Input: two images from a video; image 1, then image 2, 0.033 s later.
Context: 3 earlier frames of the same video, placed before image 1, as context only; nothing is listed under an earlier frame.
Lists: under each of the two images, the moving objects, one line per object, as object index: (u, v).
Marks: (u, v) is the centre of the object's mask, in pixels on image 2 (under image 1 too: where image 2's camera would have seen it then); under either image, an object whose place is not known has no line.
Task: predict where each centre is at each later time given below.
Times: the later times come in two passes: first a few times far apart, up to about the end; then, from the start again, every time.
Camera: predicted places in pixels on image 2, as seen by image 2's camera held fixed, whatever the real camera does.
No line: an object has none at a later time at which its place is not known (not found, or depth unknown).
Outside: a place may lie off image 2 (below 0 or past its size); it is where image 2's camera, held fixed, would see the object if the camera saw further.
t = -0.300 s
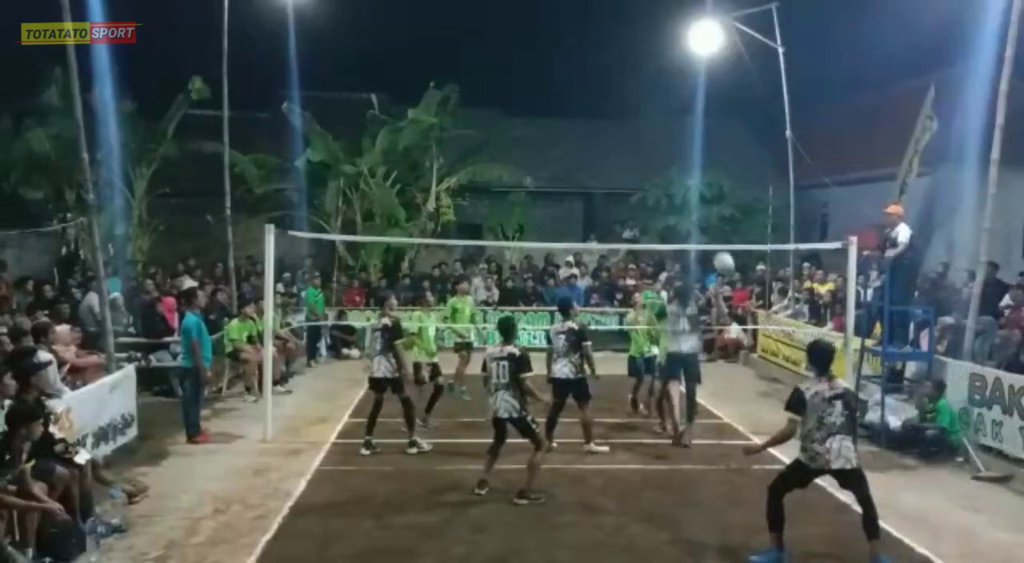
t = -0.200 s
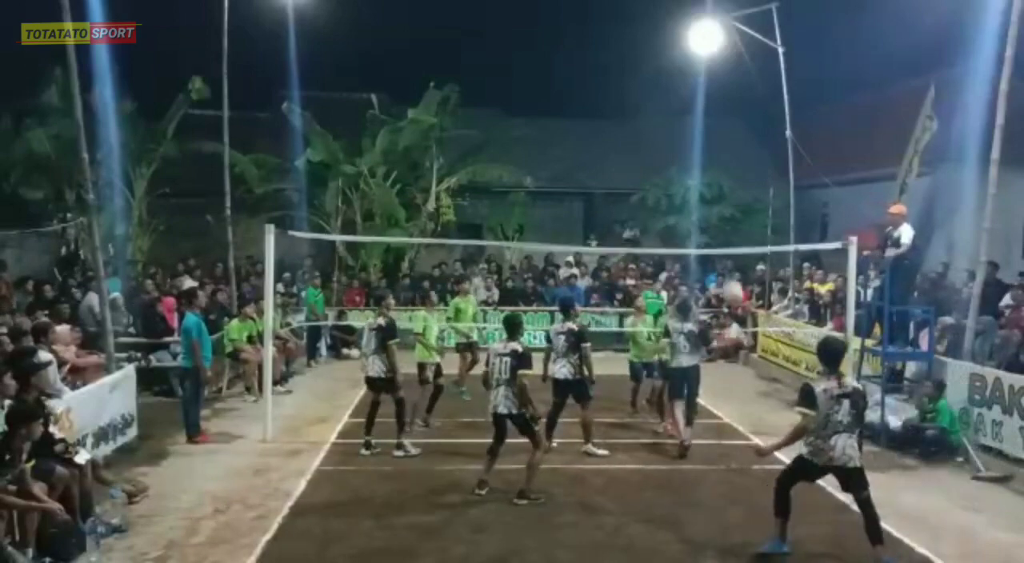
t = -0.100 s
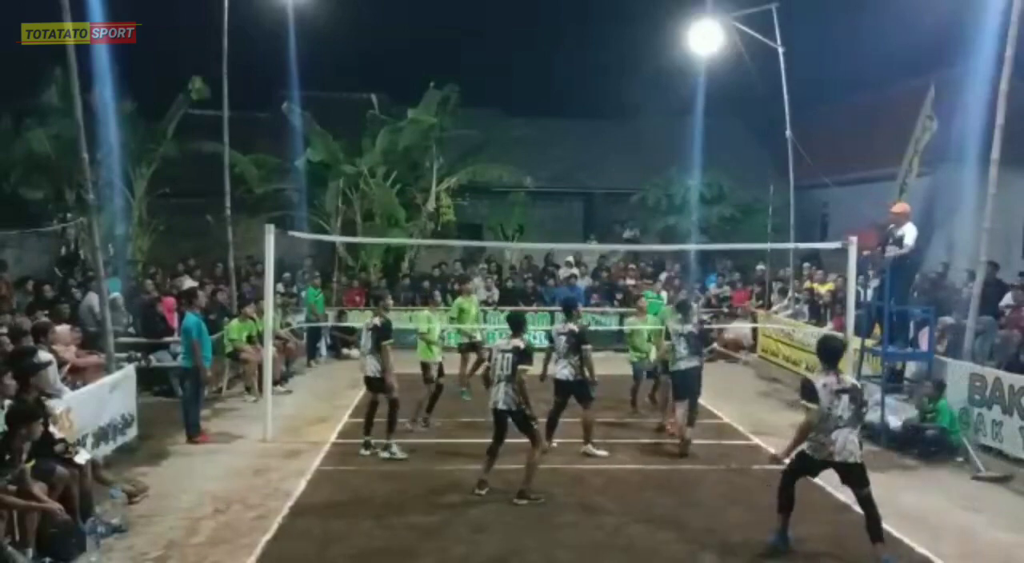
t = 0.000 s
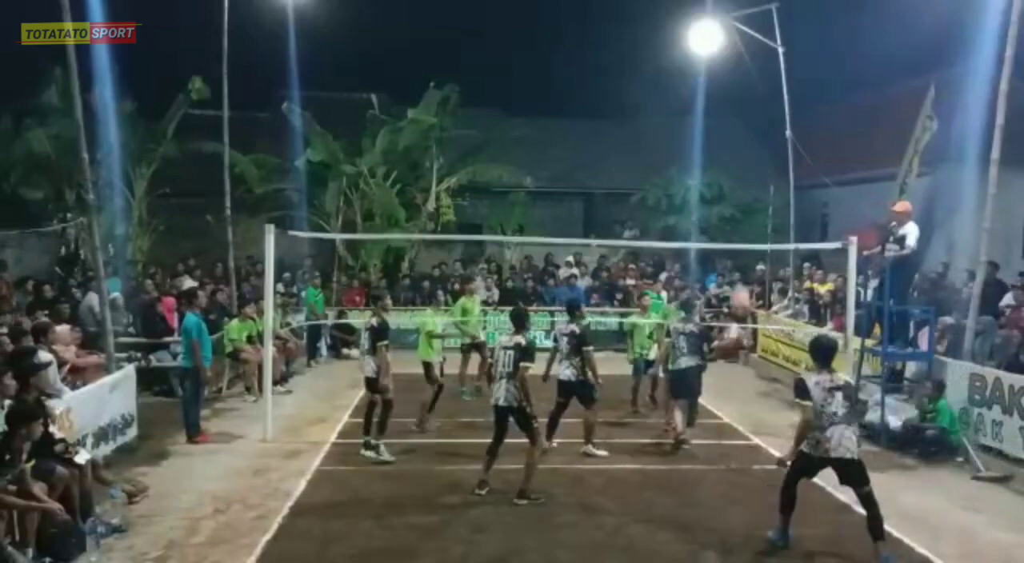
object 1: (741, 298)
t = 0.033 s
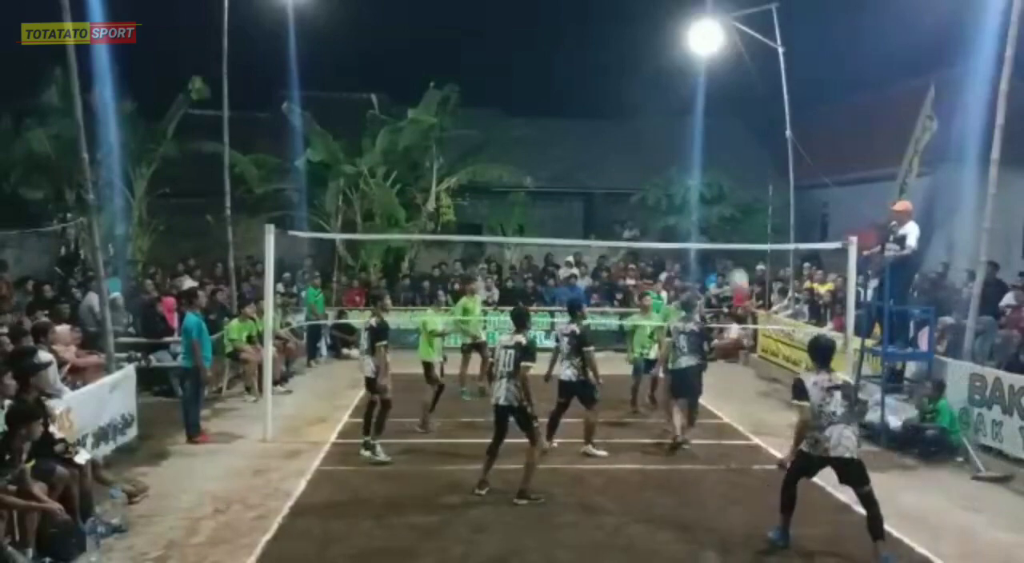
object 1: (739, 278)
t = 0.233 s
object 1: (729, 200)
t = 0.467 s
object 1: (719, 153)
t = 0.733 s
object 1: (706, 157)
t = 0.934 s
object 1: (694, 200)
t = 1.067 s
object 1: (687, 240)
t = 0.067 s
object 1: (736, 266)
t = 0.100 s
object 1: (736, 250)
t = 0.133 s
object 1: (734, 235)
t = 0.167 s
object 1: (733, 222)
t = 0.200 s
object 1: (731, 210)
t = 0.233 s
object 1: (729, 200)
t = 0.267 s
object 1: (728, 189)
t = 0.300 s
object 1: (727, 181)
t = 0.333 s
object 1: (725, 173)
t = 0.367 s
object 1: (723, 167)
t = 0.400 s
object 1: (722, 161)
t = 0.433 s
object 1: (721, 157)
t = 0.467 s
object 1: (719, 153)
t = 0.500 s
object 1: (717, 151)
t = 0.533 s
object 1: (716, 149)
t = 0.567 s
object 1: (714, 148)
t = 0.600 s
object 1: (713, 148)
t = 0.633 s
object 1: (711, 149)
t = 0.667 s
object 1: (710, 151)
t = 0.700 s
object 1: (708, 154)
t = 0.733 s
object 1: (706, 157)
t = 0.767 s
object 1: (704, 162)
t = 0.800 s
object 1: (702, 168)
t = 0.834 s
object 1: (701, 174)
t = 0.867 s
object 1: (699, 181)
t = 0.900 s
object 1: (697, 189)
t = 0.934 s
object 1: (694, 200)
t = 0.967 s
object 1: (693, 210)
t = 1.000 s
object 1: (690, 220)
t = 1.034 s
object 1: (688, 233)
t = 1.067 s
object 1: (687, 240)
